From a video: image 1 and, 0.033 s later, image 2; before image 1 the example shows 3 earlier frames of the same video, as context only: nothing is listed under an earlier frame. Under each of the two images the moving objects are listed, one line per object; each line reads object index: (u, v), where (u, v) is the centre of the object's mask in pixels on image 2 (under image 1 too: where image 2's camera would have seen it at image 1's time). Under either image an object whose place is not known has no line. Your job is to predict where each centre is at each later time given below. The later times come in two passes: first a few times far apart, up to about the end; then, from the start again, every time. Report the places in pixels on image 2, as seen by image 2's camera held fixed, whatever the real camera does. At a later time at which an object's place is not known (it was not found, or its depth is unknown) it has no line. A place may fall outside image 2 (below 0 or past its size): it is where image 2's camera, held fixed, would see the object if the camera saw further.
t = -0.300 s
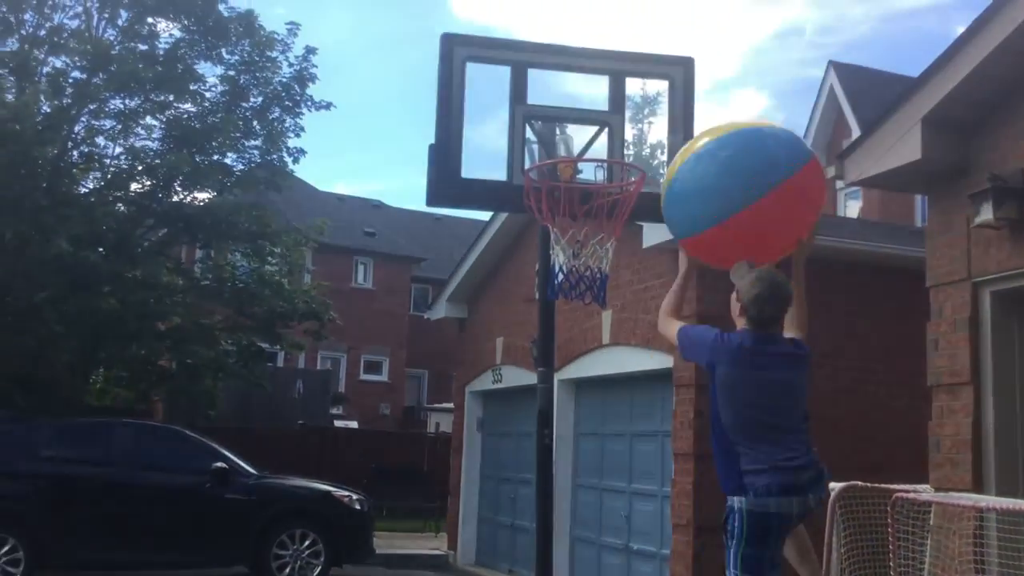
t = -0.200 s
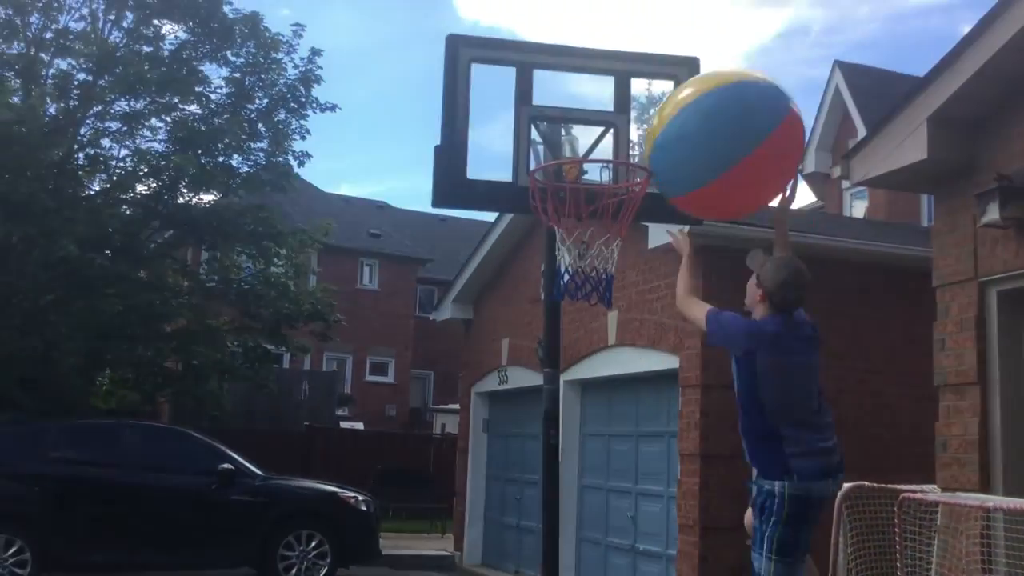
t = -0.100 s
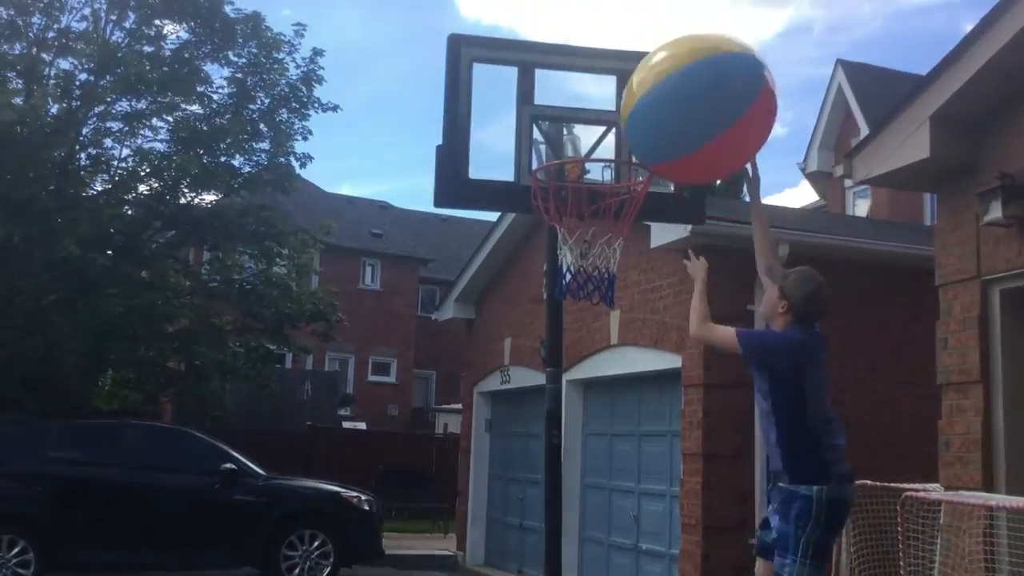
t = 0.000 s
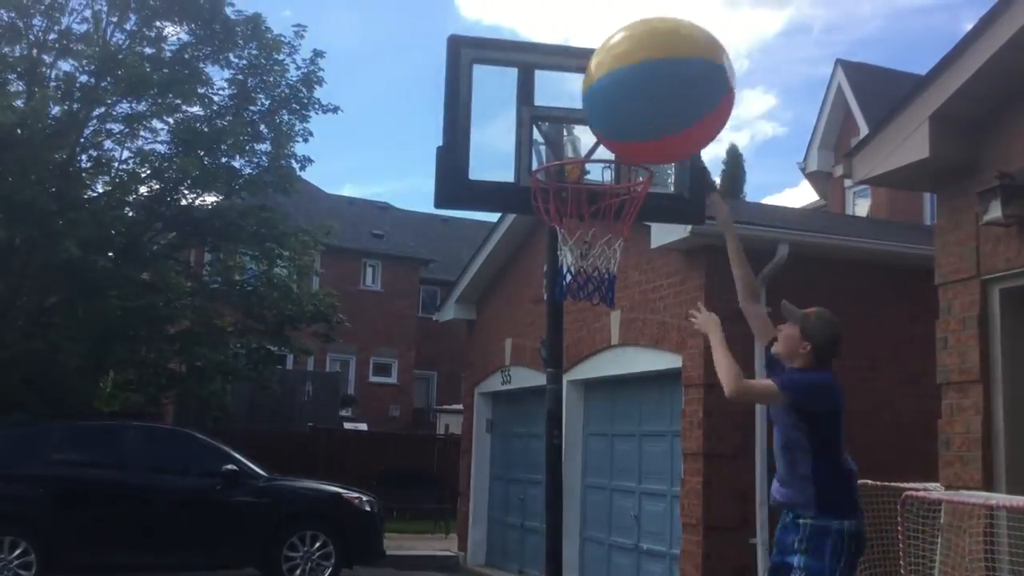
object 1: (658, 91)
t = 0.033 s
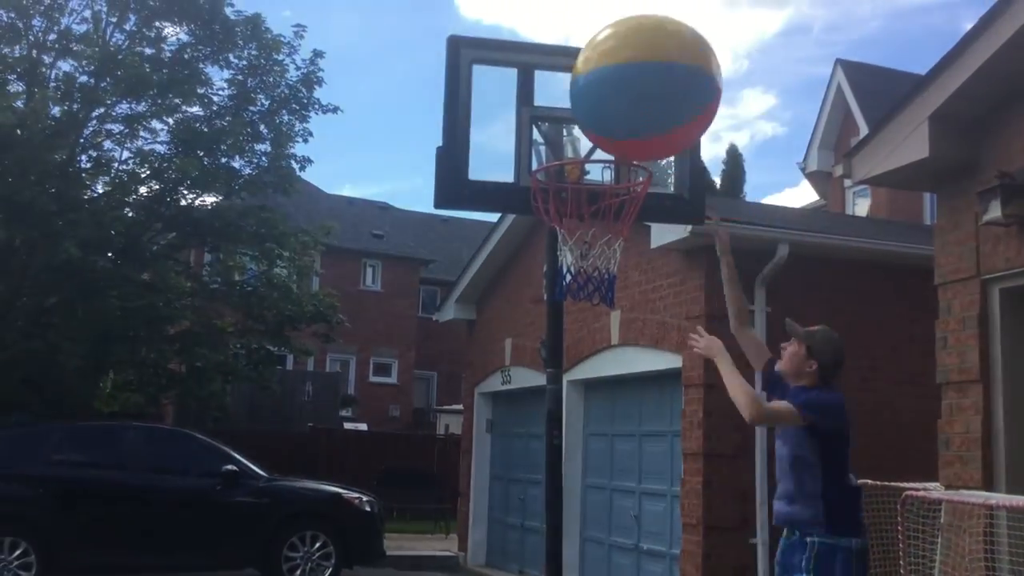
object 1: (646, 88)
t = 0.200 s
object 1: (620, 89)
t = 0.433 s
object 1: (593, 91)
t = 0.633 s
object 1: (568, 95)
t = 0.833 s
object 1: (549, 90)
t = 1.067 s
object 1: (524, 95)
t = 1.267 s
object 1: (495, 120)
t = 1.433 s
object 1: (460, 166)
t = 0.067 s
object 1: (638, 86)
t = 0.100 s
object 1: (633, 85)
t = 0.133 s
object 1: (629, 85)
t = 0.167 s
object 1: (625, 86)
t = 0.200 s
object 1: (620, 89)
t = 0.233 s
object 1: (616, 92)
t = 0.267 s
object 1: (612, 98)
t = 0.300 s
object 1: (608, 99)
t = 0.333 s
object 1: (604, 104)
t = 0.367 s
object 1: (601, 98)
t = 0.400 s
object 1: (597, 94)
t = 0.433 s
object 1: (593, 91)
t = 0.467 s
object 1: (589, 89)
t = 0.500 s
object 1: (585, 88)
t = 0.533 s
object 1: (580, 89)
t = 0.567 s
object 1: (576, 91)
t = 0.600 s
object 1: (572, 94)
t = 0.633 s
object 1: (568, 95)
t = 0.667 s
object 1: (565, 94)
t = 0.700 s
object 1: (562, 92)
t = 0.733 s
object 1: (559, 89)
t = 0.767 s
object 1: (555, 88)
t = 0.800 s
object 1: (553, 88)
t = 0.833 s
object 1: (549, 90)
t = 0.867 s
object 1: (546, 92)
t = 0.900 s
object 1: (543, 94)
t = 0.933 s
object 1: (540, 95)
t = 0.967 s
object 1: (536, 93)
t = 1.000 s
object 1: (532, 92)
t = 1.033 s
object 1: (528, 93)
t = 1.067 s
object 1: (524, 95)
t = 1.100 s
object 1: (520, 98)
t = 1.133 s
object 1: (516, 102)
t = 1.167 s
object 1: (511, 106)
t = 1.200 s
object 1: (507, 111)
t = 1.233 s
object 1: (501, 115)
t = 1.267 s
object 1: (495, 120)
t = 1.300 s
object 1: (488, 125)
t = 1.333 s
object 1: (481, 132)
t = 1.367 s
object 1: (475, 140)
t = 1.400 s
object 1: (468, 151)
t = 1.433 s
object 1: (460, 166)
